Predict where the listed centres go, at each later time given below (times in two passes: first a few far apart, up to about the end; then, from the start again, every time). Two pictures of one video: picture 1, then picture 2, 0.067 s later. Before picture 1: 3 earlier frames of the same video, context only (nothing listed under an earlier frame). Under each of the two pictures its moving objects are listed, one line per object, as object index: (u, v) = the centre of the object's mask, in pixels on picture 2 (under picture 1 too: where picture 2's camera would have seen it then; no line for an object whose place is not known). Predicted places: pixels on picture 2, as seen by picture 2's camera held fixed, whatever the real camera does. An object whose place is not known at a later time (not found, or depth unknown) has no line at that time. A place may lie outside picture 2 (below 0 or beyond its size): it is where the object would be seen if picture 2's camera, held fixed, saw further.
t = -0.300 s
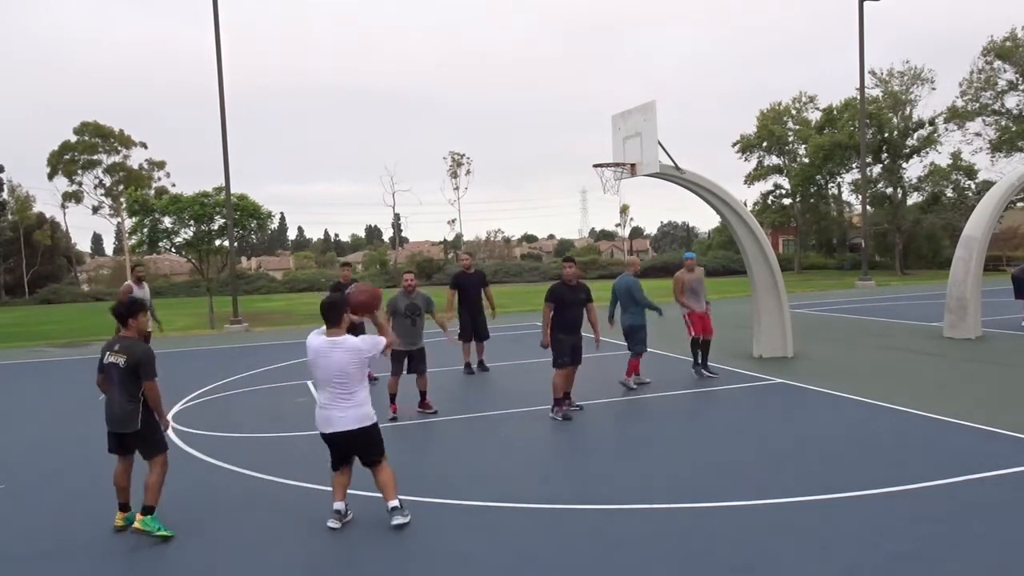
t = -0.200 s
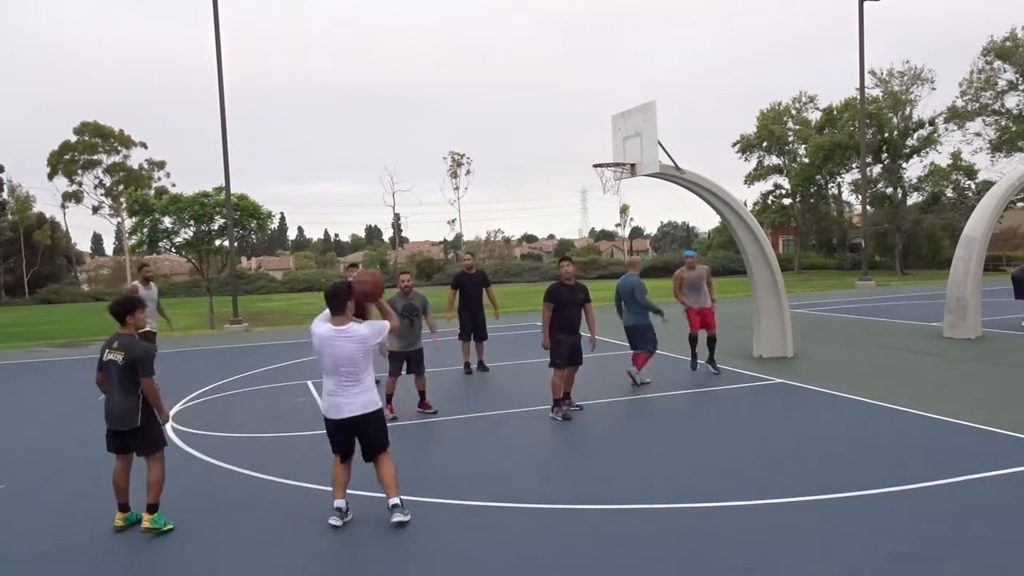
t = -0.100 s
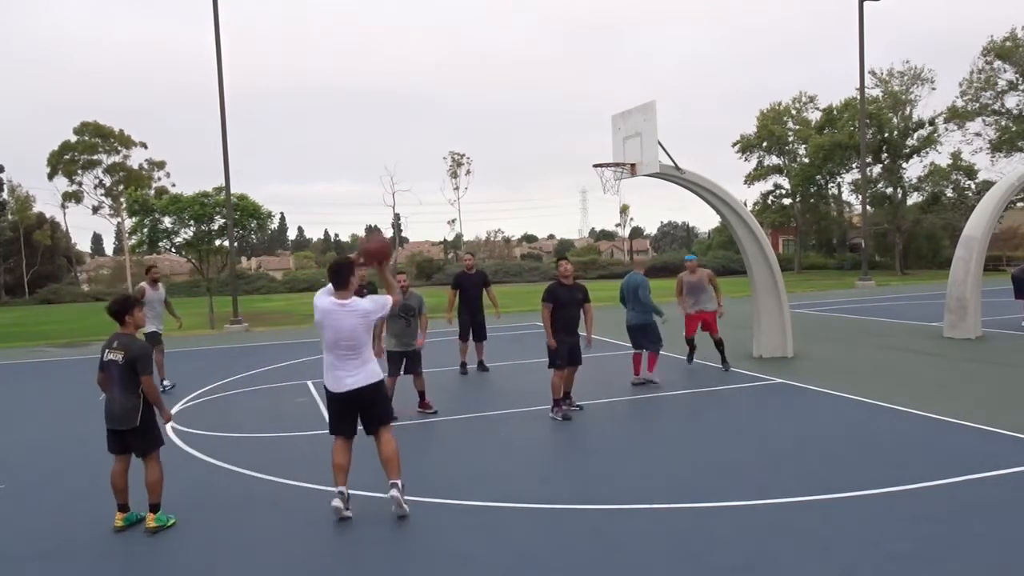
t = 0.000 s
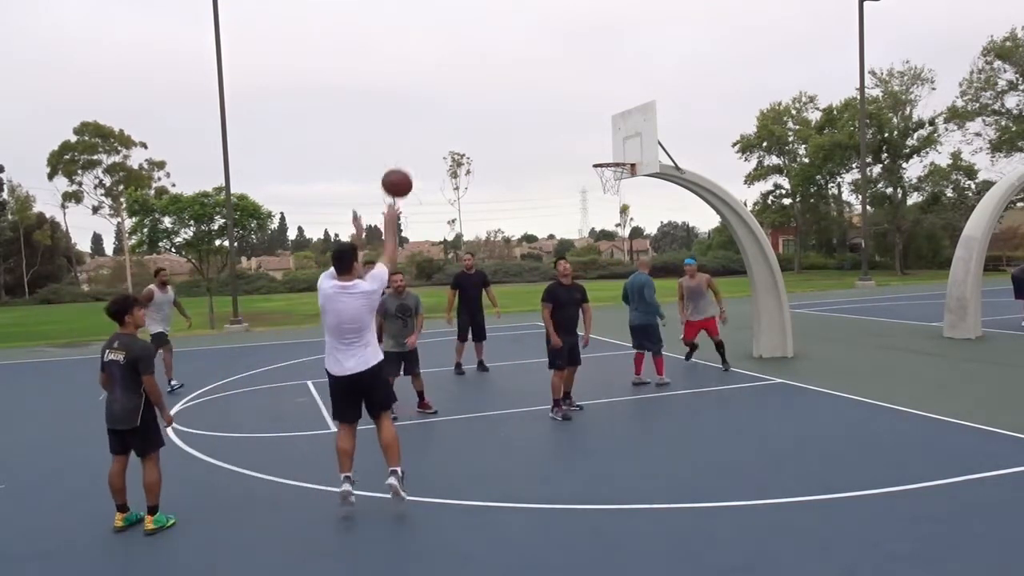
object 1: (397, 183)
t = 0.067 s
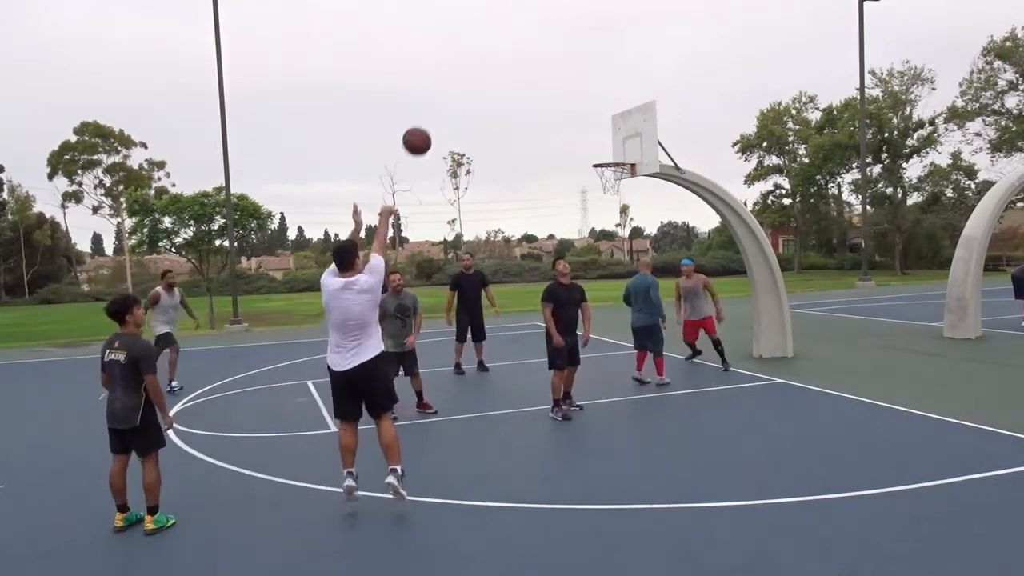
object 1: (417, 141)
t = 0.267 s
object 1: (467, 64)
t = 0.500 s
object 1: (512, 42)
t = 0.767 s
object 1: (552, 76)
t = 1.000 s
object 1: (579, 139)
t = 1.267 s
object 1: (557, 190)
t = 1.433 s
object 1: (536, 229)
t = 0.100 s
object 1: (426, 123)
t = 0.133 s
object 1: (435, 108)
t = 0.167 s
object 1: (443, 94)
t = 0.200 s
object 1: (451, 82)
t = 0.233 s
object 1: (459, 72)
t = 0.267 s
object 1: (467, 64)
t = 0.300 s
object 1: (474, 57)
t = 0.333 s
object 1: (481, 51)
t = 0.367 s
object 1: (487, 47)
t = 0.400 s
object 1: (494, 44)
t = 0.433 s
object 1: (500, 42)
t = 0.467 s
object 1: (506, 42)
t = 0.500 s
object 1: (512, 42)
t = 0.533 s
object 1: (518, 43)
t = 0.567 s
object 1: (523, 45)
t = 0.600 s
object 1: (528, 48)
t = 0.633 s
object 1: (533, 52)
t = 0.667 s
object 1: (538, 57)
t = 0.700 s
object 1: (543, 63)
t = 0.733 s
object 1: (547, 69)
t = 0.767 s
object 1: (552, 76)
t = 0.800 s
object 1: (556, 83)
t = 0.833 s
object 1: (560, 91)
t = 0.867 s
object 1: (564, 100)
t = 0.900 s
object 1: (568, 109)
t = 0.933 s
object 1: (572, 119)
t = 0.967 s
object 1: (575, 129)
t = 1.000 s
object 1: (579, 139)
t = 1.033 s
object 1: (583, 150)
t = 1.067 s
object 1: (586, 161)
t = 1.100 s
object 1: (582, 165)
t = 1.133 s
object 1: (576, 169)
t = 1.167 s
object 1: (571, 173)
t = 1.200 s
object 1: (567, 178)
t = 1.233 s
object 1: (562, 184)
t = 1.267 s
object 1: (557, 190)
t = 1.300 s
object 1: (553, 197)
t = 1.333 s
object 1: (549, 204)
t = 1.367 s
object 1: (545, 212)
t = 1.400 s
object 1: (541, 220)
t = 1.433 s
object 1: (536, 229)
